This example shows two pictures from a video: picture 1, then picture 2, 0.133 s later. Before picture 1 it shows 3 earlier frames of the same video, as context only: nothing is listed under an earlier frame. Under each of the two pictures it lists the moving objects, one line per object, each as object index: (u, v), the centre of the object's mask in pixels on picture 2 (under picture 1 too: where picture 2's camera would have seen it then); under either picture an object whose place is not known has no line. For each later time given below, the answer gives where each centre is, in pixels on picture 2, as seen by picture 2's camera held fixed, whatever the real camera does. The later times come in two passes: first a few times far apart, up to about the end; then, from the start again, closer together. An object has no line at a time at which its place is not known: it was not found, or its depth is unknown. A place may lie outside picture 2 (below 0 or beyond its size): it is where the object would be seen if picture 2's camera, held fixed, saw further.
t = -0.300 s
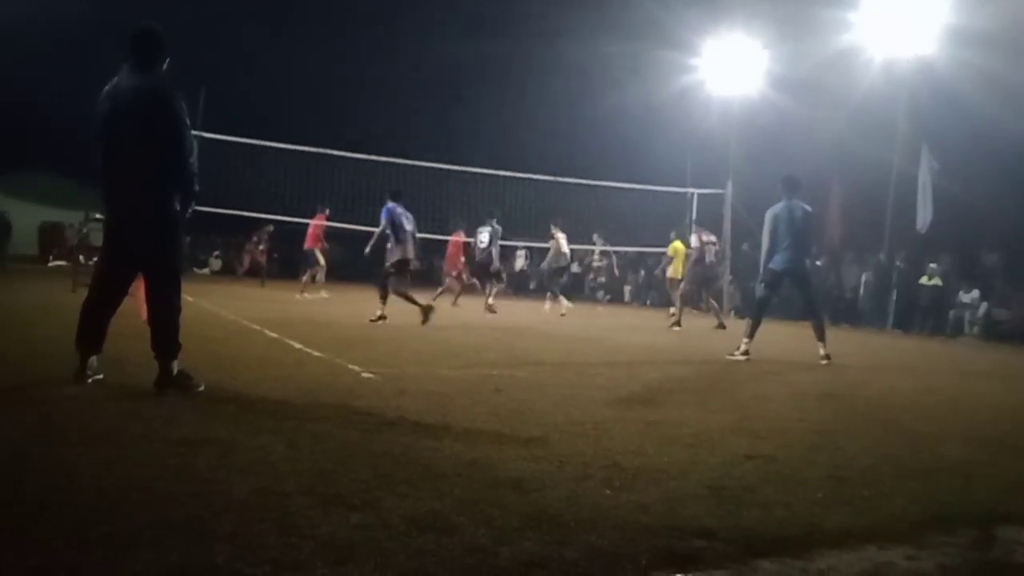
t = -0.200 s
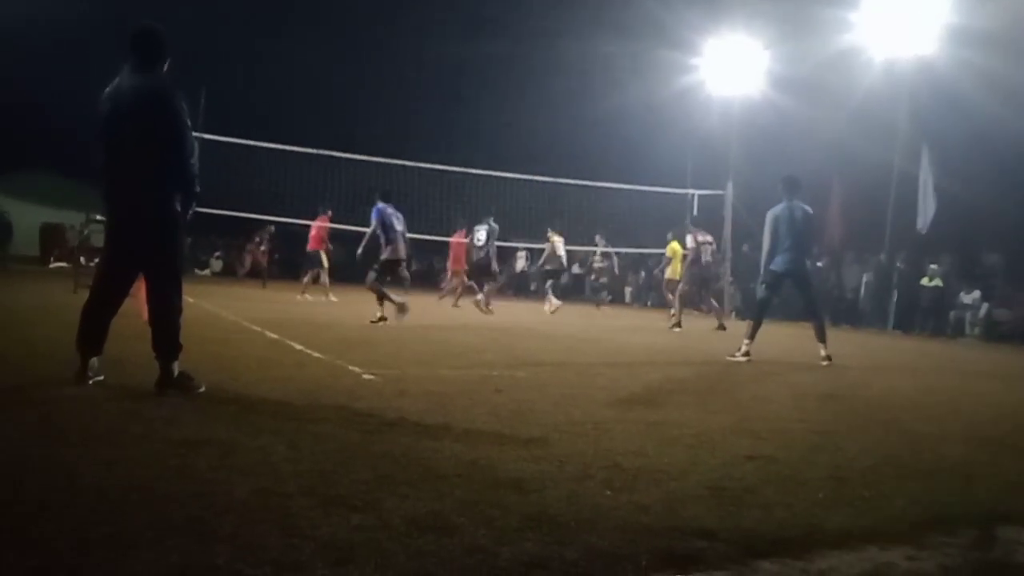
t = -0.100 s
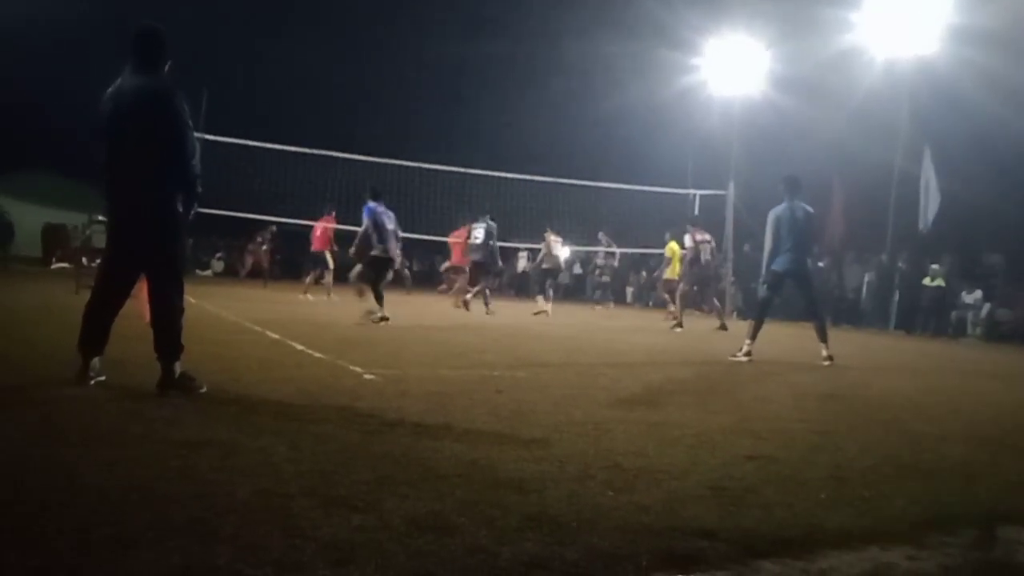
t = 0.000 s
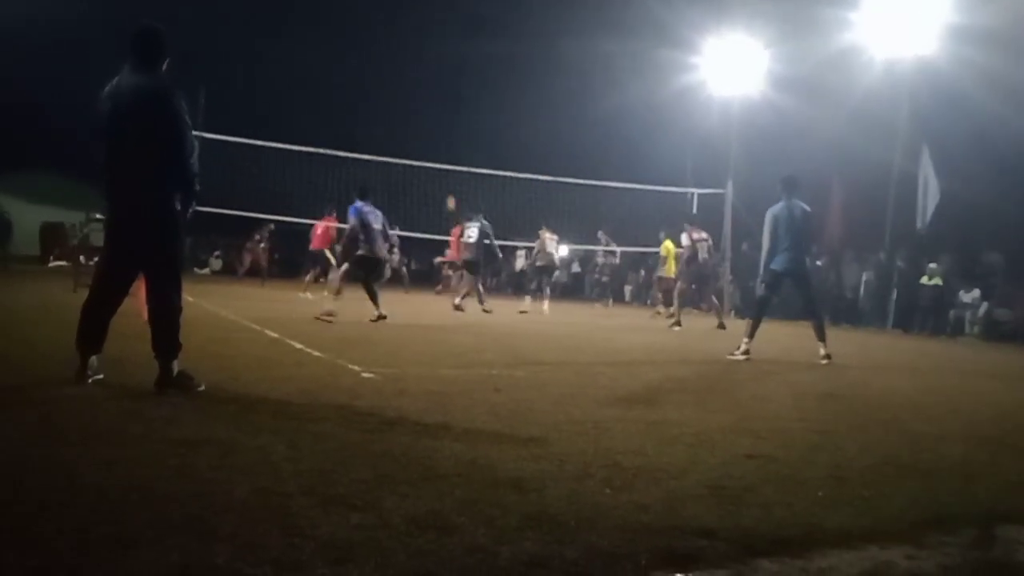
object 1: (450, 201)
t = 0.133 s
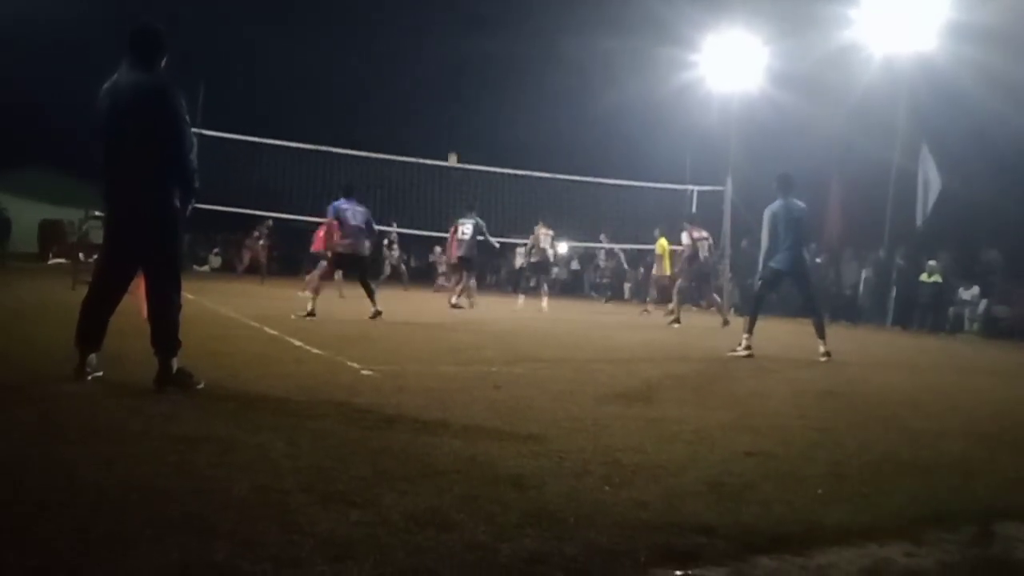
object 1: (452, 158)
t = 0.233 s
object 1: (453, 132)
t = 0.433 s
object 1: (455, 90)
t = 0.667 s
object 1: (457, 61)
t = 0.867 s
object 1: (457, 53)
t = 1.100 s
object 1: (456, 66)
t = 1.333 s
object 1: (454, 104)
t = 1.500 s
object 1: (452, 146)
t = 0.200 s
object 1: (452, 140)
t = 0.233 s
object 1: (453, 132)
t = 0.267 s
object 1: (454, 124)
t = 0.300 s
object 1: (454, 116)
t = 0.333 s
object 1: (454, 109)
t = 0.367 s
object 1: (454, 103)
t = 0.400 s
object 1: (455, 96)
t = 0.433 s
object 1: (455, 90)
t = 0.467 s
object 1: (455, 84)
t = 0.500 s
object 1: (455, 79)
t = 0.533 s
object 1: (455, 75)
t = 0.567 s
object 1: (456, 71)
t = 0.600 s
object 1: (456, 67)
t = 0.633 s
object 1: (456, 64)
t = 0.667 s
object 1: (457, 61)
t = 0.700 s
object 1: (456, 58)
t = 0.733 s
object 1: (457, 56)
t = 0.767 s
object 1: (457, 55)
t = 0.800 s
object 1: (457, 54)
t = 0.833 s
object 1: (457, 53)
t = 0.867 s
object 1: (457, 53)
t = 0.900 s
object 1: (457, 53)
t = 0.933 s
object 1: (457, 54)
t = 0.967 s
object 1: (456, 56)
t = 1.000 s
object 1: (456, 58)
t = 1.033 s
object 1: (456, 60)
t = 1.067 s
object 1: (456, 63)
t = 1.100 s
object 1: (456, 66)
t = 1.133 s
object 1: (455, 70)
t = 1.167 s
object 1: (455, 75)
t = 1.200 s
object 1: (455, 80)
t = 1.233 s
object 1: (455, 85)
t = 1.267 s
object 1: (455, 91)
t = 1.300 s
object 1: (454, 97)
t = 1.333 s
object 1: (454, 104)
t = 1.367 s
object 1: (454, 111)
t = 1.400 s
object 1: (454, 119)
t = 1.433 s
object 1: (453, 127)
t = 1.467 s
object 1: (453, 136)
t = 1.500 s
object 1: (452, 146)
